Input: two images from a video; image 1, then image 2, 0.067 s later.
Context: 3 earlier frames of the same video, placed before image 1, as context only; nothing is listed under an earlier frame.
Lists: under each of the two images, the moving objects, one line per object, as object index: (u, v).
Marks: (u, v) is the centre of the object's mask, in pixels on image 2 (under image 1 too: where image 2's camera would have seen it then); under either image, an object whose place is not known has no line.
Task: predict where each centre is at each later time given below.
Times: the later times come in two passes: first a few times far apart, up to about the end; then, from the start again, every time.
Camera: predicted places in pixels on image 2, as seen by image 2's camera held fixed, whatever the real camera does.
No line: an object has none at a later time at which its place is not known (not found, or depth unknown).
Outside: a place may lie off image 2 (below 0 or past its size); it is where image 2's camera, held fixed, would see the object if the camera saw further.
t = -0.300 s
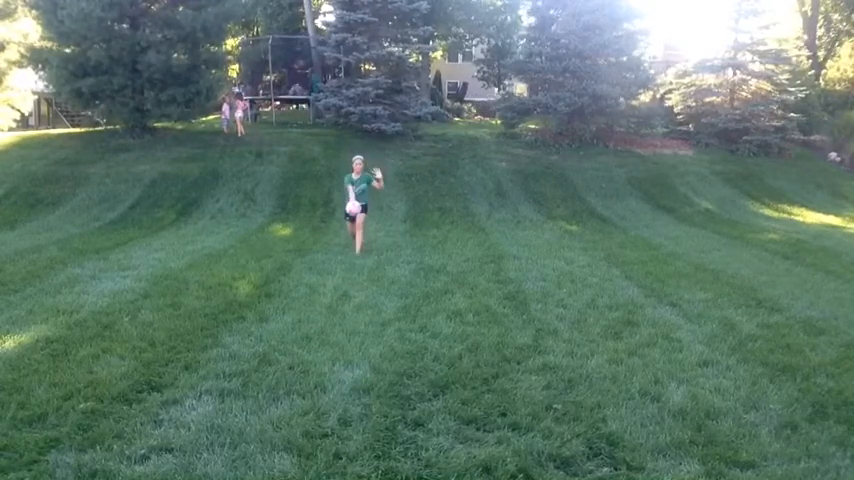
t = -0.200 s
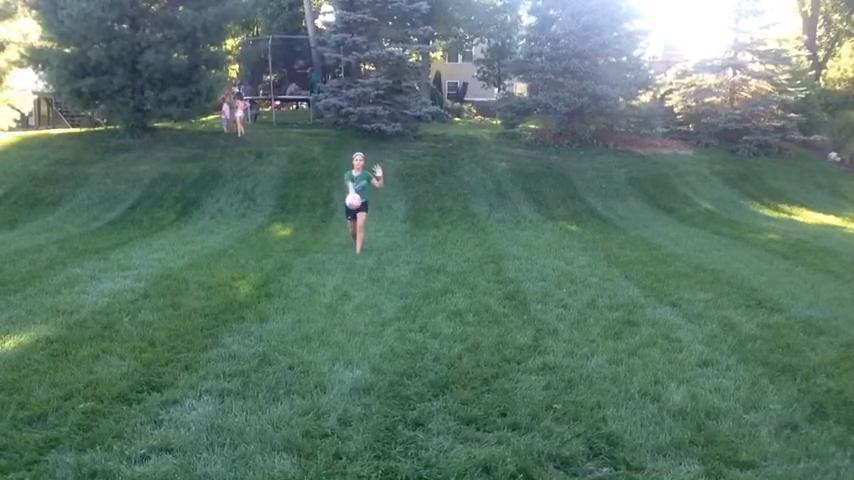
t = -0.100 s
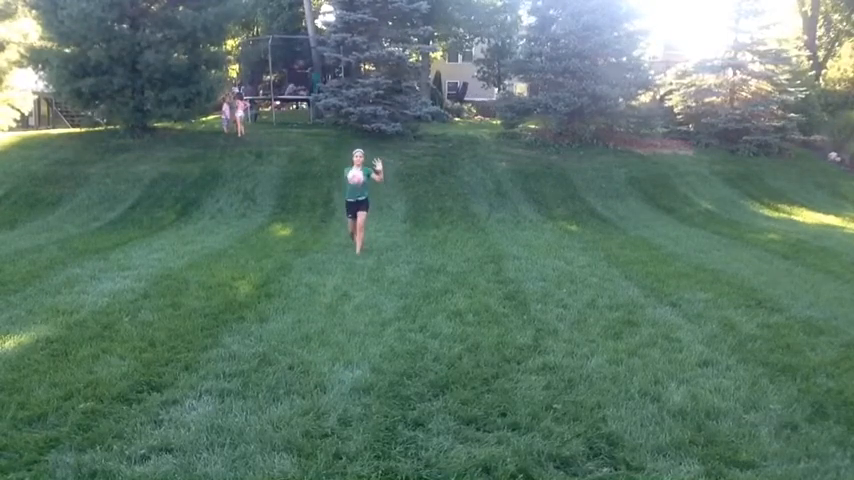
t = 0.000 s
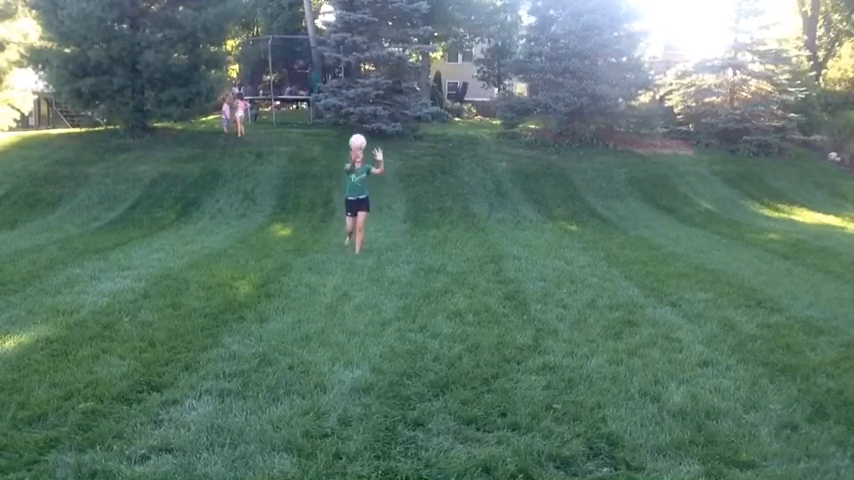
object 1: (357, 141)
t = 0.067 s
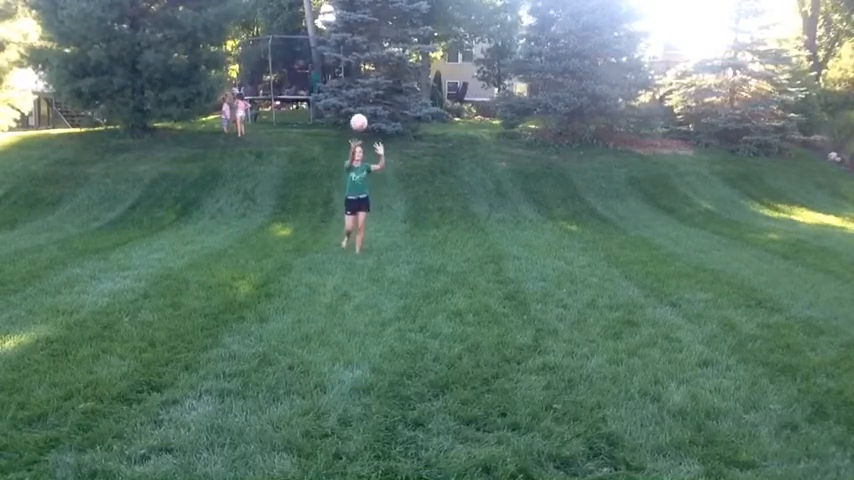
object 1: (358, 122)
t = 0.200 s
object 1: (361, 92)
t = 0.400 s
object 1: (365, 71)
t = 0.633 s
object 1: (368, 86)
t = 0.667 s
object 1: (369, 91)
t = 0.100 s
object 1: (359, 113)
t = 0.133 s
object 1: (359, 105)
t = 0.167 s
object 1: (360, 98)
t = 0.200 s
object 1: (361, 92)
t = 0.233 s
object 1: (362, 86)
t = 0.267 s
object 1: (362, 81)
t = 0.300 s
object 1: (363, 78)
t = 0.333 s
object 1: (364, 75)
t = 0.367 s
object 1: (364, 73)
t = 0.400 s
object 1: (365, 71)
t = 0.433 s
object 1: (365, 71)
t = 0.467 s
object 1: (366, 71)
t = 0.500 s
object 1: (366, 72)
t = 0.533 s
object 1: (367, 74)
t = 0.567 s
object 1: (367, 77)
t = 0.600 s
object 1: (368, 81)
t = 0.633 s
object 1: (368, 86)
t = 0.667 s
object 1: (369, 91)
